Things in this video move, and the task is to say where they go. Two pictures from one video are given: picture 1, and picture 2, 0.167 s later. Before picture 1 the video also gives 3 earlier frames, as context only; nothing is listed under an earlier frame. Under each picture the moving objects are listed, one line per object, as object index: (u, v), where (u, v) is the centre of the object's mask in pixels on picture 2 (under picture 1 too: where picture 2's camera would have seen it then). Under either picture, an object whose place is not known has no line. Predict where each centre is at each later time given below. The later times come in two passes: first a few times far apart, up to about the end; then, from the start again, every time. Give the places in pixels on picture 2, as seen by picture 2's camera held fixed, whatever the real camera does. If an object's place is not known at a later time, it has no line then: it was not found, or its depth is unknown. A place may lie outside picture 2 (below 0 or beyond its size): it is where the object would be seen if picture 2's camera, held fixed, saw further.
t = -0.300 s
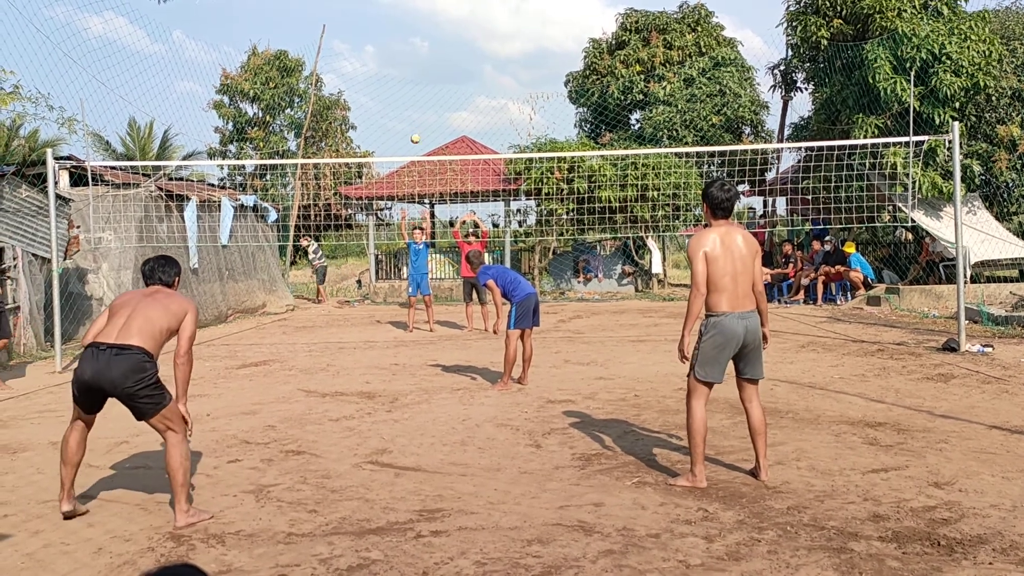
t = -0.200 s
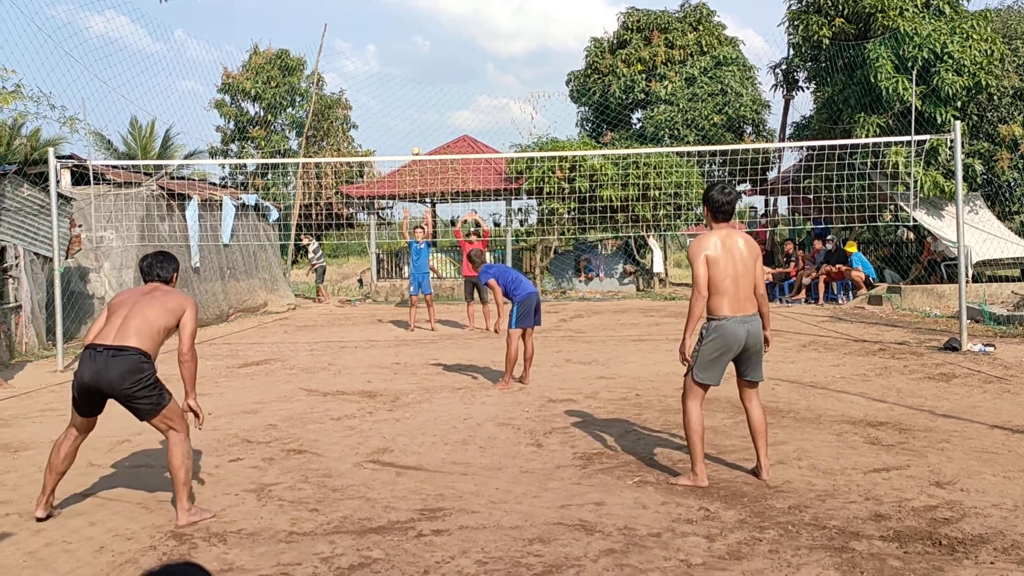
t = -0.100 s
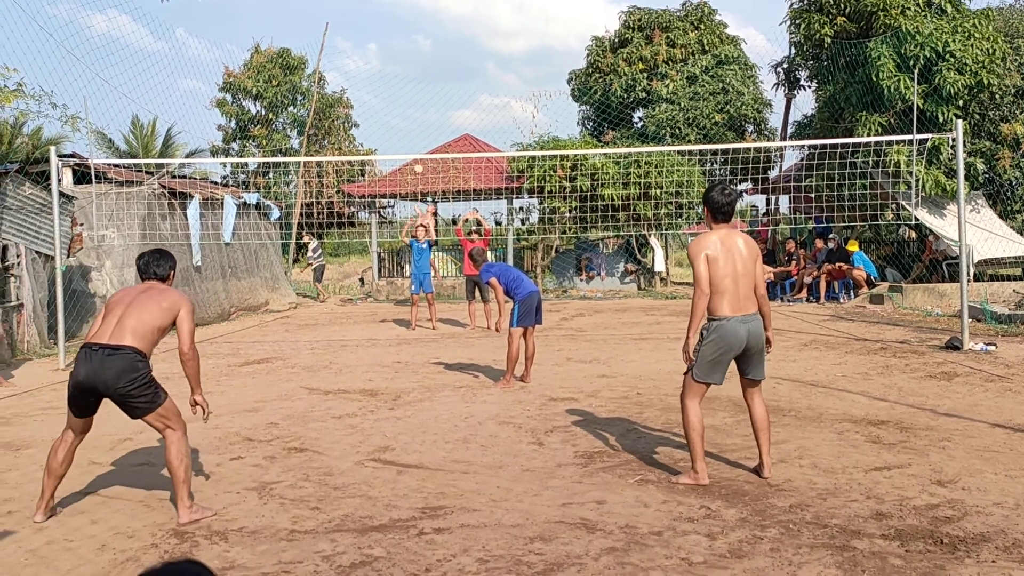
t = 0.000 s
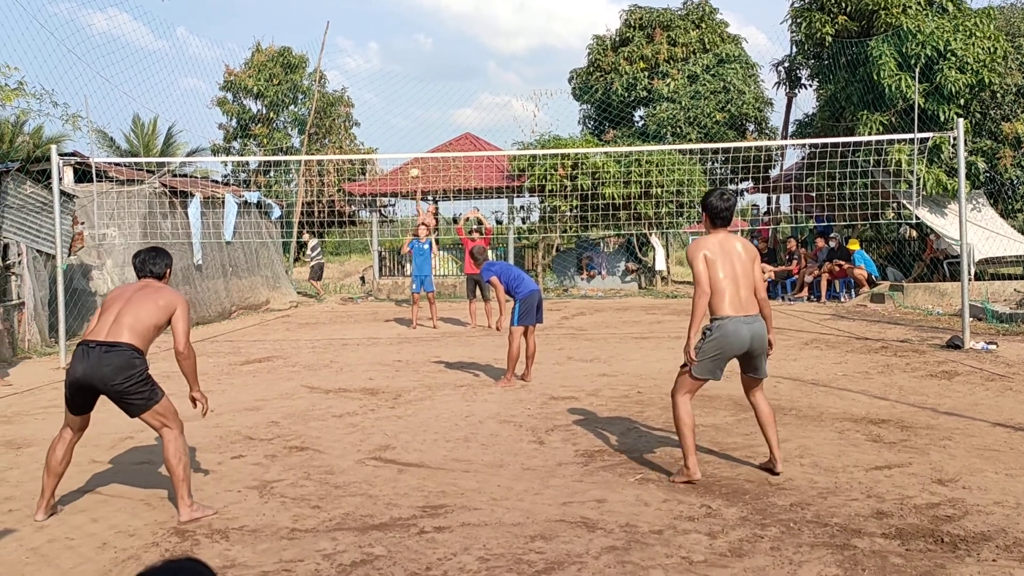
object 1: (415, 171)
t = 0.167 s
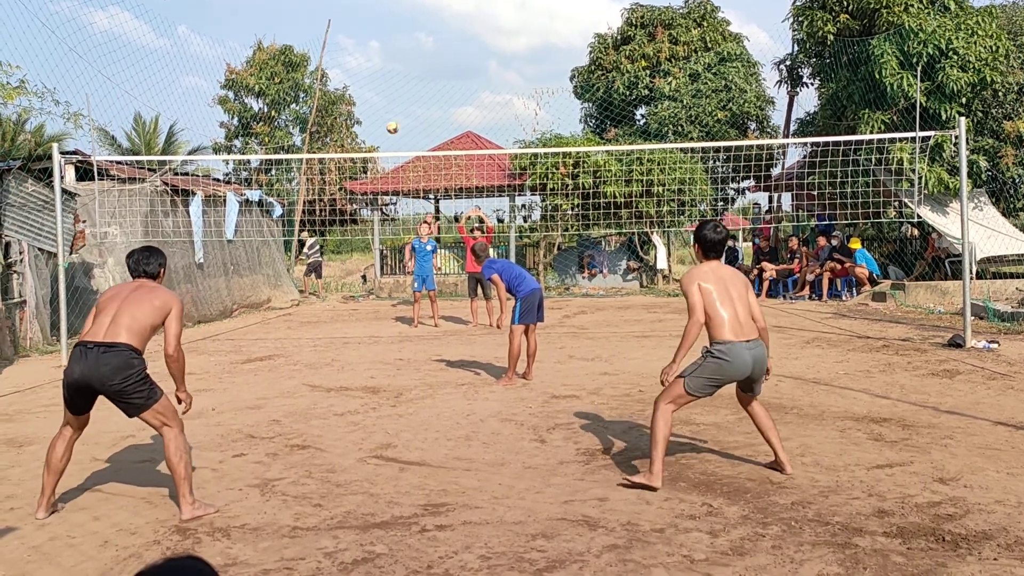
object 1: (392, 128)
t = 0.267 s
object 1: (375, 108)
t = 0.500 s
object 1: (314, 96)
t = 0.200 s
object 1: (387, 120)
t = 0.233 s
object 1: (381, 114)
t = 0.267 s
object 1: (375, 108)
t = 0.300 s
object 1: (368, 103)
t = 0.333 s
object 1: (362, 99)
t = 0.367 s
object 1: (354, 96)
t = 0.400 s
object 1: (346, 93)
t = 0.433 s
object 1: (336, 93)
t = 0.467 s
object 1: (326, 94)
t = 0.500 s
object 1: (314, 96)
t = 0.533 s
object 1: (303, 102)
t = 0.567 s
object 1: (289, 109)
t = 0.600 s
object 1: (273, 120)
